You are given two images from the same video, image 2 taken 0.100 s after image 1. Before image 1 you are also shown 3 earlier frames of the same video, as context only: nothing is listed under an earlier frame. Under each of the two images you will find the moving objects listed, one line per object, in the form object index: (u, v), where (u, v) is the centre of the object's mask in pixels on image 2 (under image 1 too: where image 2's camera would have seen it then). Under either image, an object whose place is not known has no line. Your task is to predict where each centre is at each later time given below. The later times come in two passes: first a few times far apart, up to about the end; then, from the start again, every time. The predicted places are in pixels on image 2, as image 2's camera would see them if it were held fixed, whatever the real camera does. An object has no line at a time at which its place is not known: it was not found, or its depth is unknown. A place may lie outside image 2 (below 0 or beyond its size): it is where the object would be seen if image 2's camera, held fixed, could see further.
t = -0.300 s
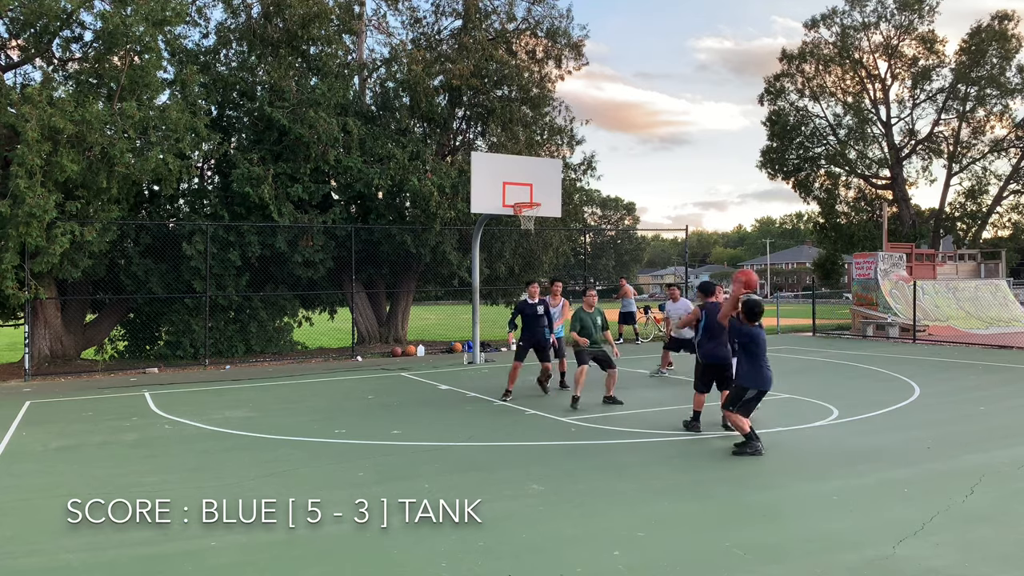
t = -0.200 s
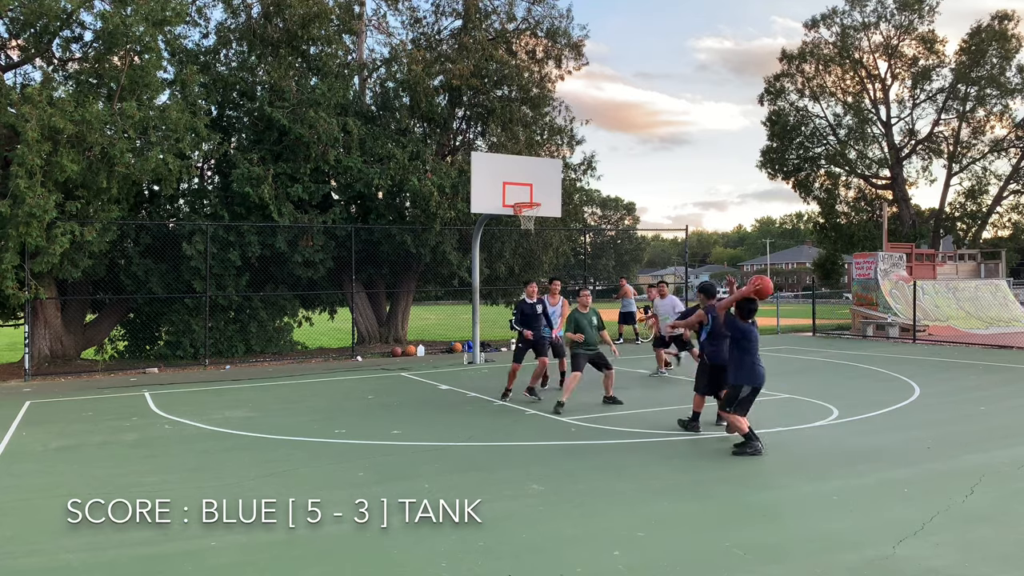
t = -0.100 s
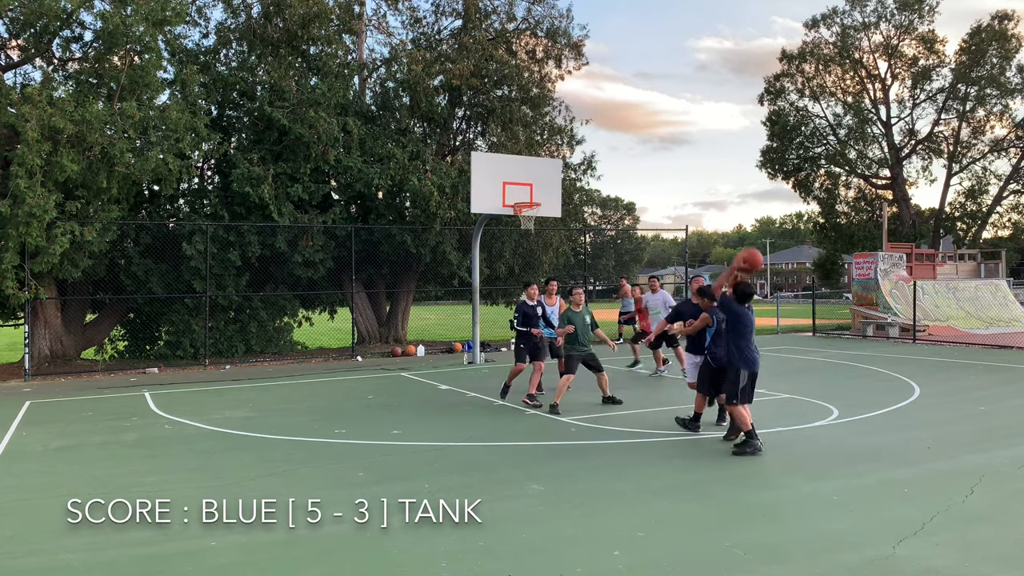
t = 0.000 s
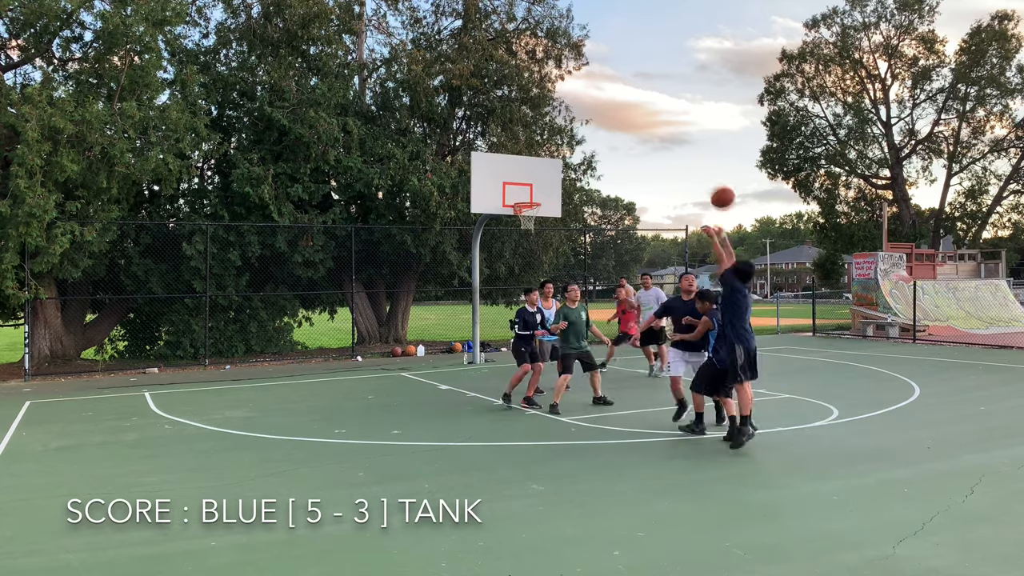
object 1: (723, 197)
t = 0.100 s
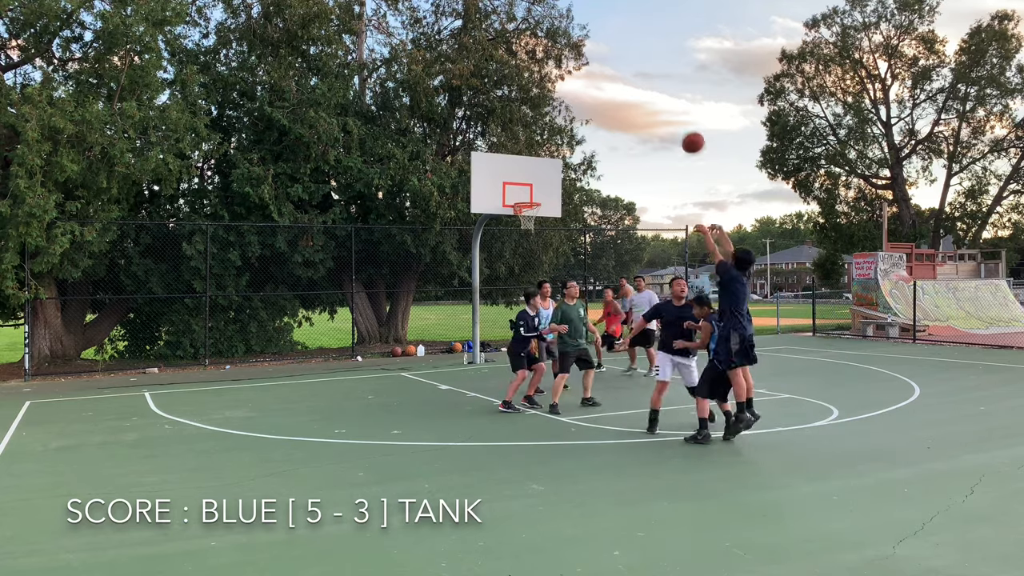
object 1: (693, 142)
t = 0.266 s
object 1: (650, 82)
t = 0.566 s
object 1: (590, 48)
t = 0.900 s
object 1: (539, 86)
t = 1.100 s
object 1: (515, 136)
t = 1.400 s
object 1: (495, 233)
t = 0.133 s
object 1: (683, 128)
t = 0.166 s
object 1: (675, 114)
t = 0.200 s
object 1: (666, 102)
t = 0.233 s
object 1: (658, 92)
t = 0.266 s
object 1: (650, 82)
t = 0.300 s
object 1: (642, 74)
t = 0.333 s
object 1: (635, 67)
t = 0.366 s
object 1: (628, 62)
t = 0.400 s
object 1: (621, 57)
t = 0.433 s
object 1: (614, 53)
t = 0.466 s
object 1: (608, 51)
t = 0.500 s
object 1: (601, 49)
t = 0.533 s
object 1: (595, 48)
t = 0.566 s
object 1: (590, 48)
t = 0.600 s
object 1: (583, 48)
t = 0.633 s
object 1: (578, 50)
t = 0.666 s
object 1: (573, 52)
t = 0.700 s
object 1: (568, 55)
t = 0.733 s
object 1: (562, 58)
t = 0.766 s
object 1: (557, 63)
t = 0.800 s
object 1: (553, 68)
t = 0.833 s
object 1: (548, 74)
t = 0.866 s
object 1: (543, 80)
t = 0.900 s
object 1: (539, 86)
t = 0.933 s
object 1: (535, 93)
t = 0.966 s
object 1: (530, 101)
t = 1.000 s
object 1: (526, 109)
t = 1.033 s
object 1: (522, 118)
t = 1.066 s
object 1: (518, 127)
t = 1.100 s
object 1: (515, 136)
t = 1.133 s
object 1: (511, 147)
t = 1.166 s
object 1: (507, 157)
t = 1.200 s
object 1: (503, 168)
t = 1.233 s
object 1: (500, 179)
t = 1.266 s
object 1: (497, 190)
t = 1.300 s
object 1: (493, 202)
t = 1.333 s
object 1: (491, 214)
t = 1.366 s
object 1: (493, 223)
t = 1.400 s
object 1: (495, 233)
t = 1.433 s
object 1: (497, 243)
